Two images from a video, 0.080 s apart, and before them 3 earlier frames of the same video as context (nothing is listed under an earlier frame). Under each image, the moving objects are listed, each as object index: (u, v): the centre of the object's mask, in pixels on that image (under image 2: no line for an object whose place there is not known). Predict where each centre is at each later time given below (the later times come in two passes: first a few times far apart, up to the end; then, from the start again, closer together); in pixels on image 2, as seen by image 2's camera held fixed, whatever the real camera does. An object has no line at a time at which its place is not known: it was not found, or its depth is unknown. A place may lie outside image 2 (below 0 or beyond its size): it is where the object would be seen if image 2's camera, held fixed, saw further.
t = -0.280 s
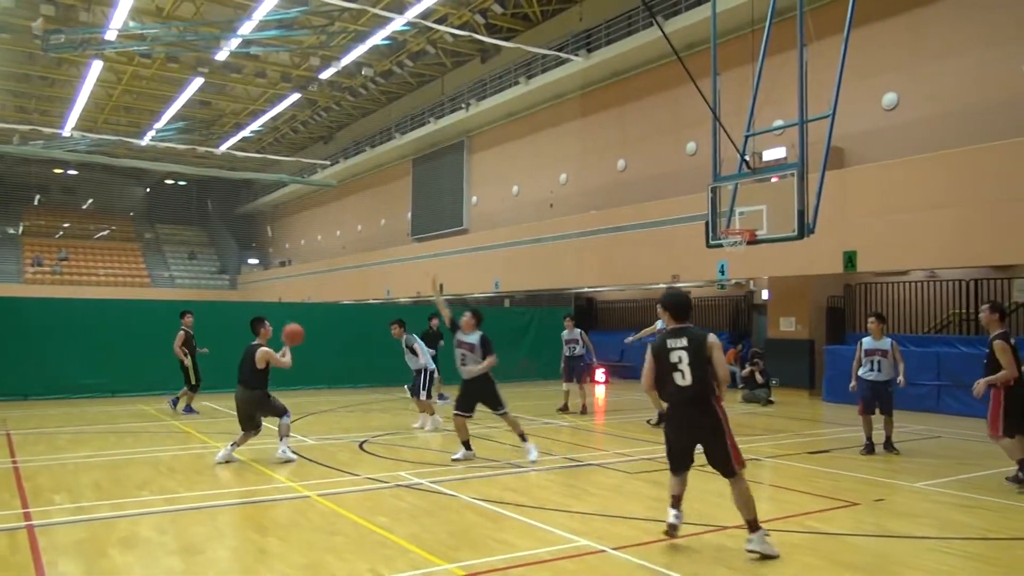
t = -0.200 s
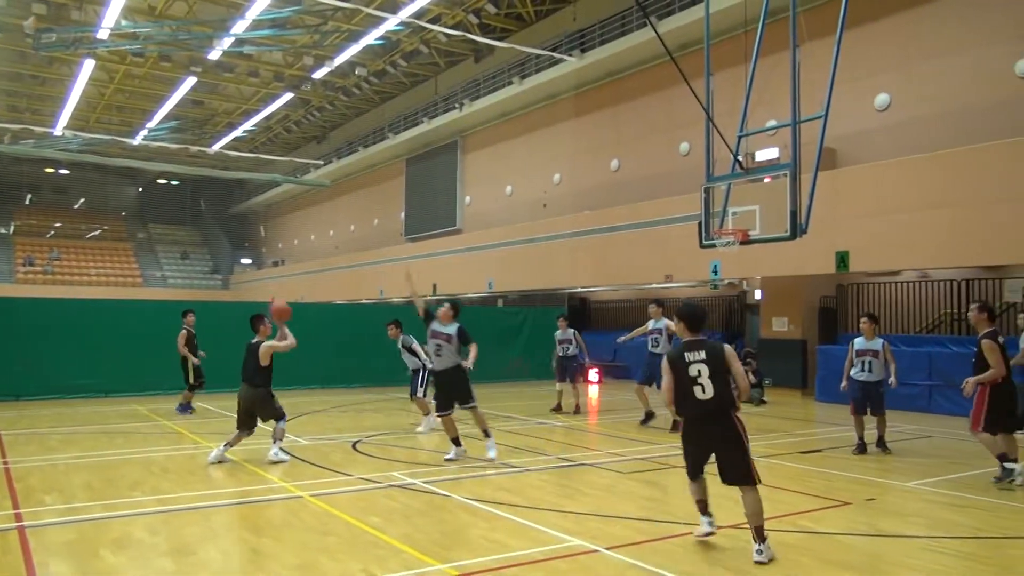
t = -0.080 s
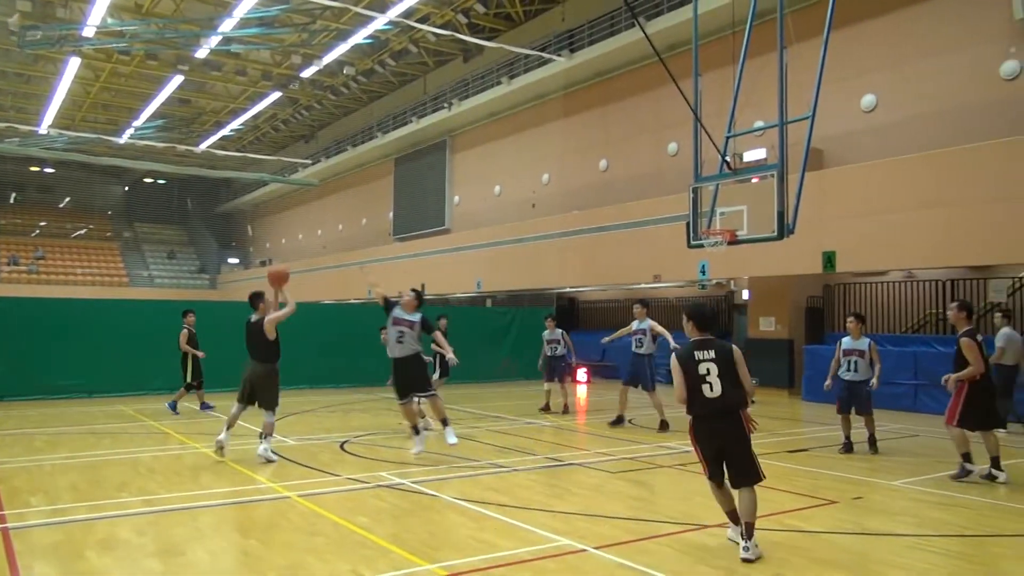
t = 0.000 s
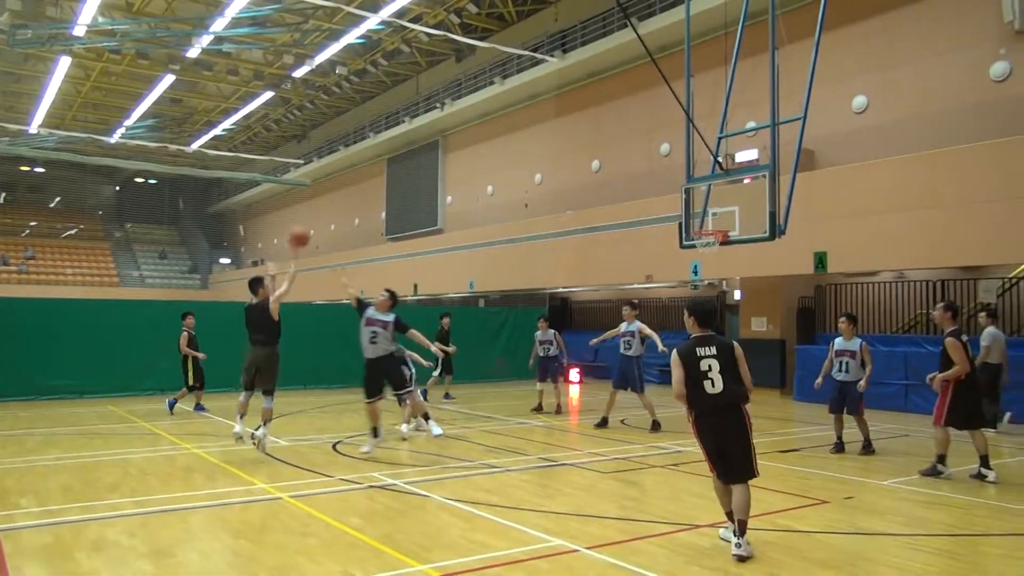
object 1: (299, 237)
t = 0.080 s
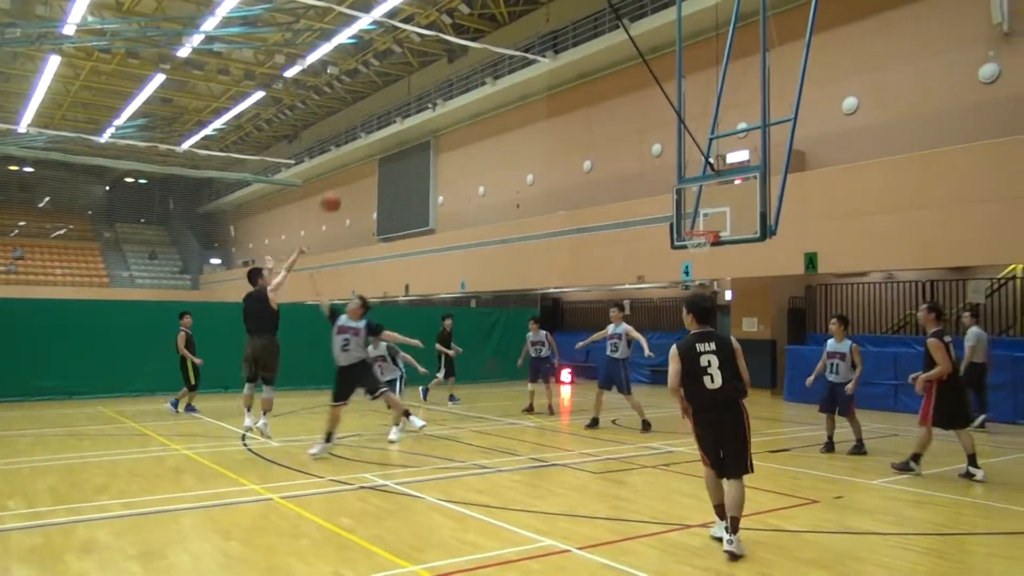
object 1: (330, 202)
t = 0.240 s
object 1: (403, 150)
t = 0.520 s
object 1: (509, 117)
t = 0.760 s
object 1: (584, 131)
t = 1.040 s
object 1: (661, 189)
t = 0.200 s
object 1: (386, 161)
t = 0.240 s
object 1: (403, 150)
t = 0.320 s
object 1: (436, 135)
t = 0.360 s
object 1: (451, 129)
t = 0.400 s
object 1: (467, 124)
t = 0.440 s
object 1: (481, 121)
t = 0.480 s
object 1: (496, 118)
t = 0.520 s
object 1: (509, 117)
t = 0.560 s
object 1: (523, 116)
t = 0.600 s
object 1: (536, 117)
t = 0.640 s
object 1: (549, 119)
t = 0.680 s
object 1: (560, 123)
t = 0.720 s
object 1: (573, 127)
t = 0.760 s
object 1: (584, 131)
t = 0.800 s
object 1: (596, 137)
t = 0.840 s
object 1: (607, 144)
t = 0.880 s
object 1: (619, 151)
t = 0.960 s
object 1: (641, 168)
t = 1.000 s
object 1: (650, 178)
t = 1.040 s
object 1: (661, 189)
